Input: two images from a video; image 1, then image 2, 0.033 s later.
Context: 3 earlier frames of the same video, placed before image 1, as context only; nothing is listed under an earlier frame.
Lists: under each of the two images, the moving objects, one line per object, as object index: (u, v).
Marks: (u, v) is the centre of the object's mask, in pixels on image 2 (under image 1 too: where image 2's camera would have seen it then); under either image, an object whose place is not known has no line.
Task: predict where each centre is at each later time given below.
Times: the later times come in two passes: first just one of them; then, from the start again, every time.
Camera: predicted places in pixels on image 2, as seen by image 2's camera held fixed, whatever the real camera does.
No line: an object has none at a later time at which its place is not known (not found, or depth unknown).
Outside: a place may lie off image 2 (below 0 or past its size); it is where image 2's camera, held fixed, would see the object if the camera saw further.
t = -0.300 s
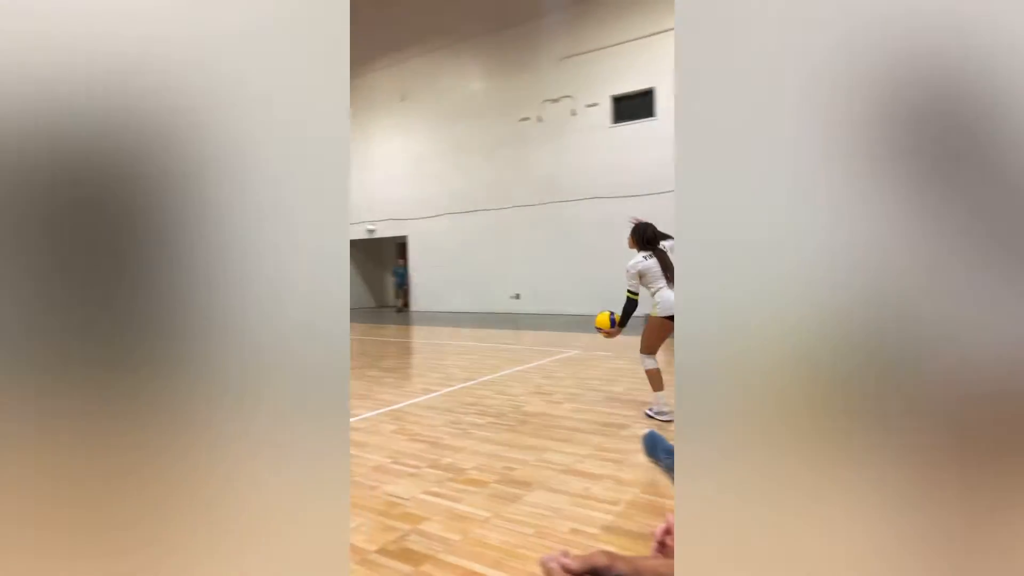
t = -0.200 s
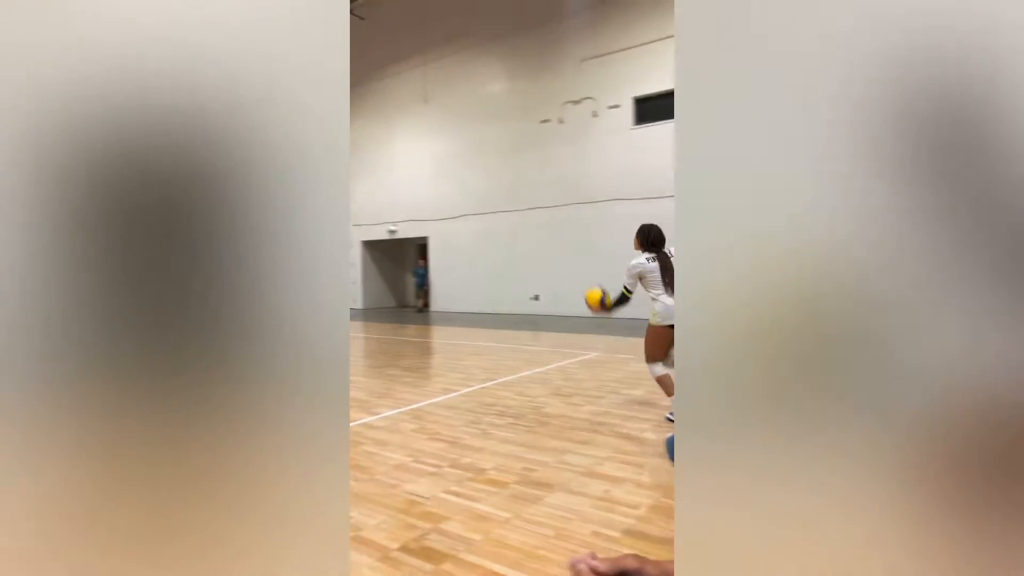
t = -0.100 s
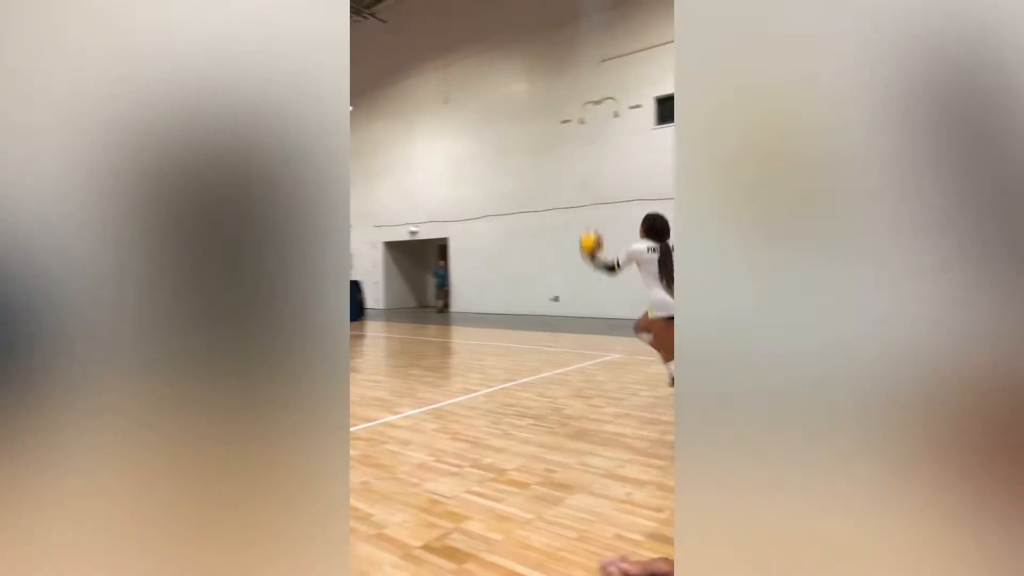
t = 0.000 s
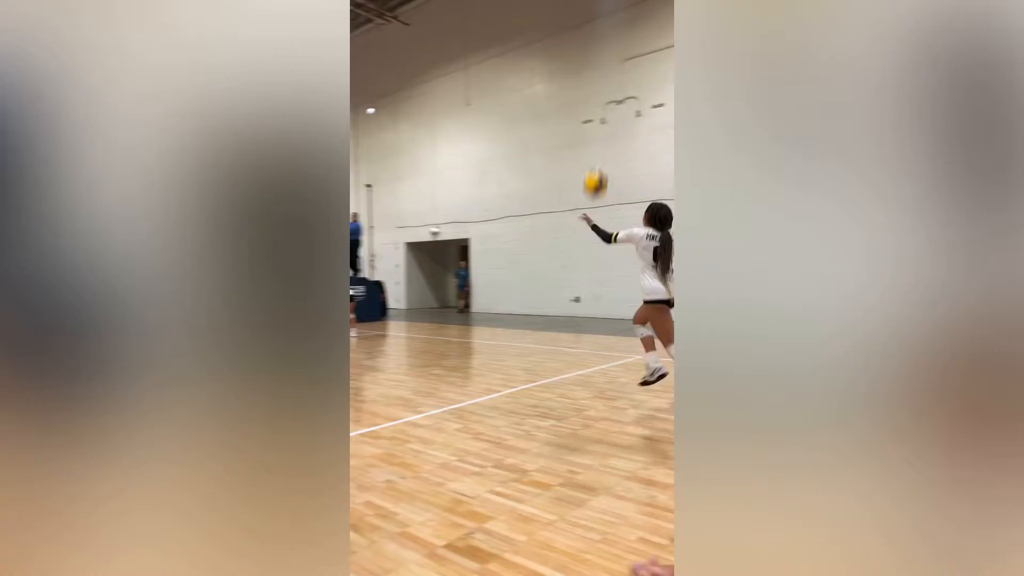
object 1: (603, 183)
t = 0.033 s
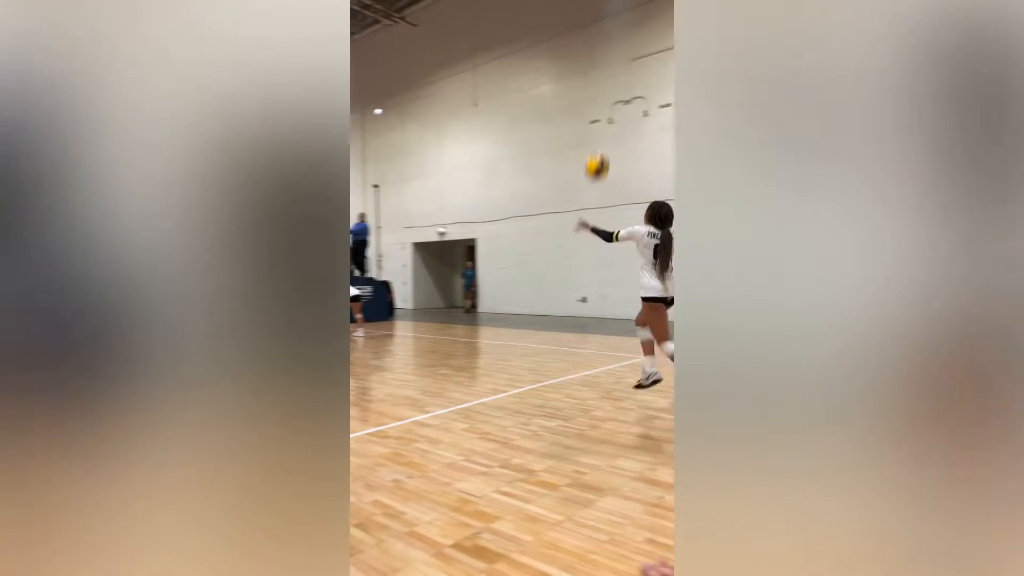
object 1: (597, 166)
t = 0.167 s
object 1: (575, 112)
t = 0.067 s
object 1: (592, 150)
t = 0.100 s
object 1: (586, 136)
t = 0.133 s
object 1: (580, 124)
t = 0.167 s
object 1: (575, 112)
